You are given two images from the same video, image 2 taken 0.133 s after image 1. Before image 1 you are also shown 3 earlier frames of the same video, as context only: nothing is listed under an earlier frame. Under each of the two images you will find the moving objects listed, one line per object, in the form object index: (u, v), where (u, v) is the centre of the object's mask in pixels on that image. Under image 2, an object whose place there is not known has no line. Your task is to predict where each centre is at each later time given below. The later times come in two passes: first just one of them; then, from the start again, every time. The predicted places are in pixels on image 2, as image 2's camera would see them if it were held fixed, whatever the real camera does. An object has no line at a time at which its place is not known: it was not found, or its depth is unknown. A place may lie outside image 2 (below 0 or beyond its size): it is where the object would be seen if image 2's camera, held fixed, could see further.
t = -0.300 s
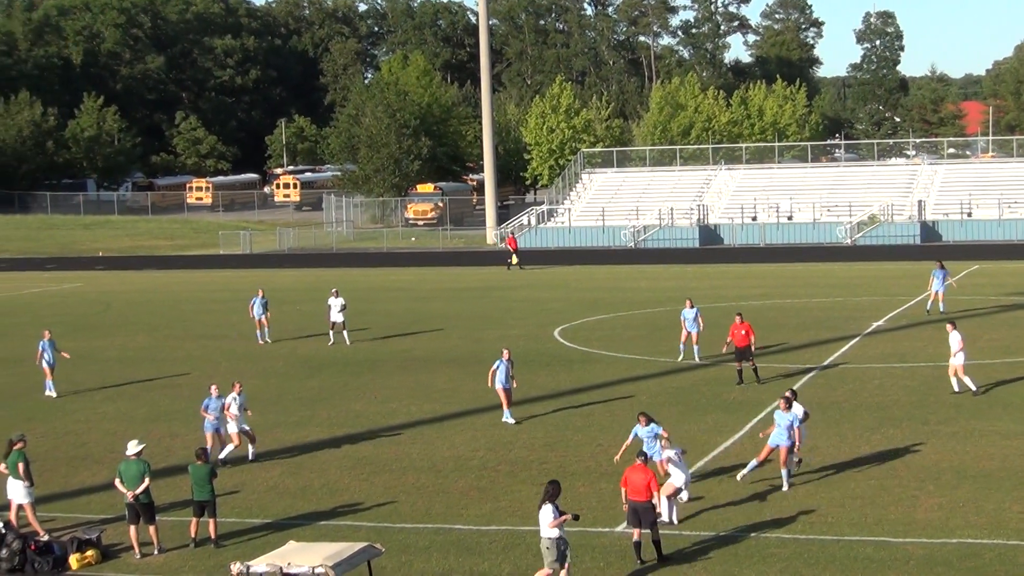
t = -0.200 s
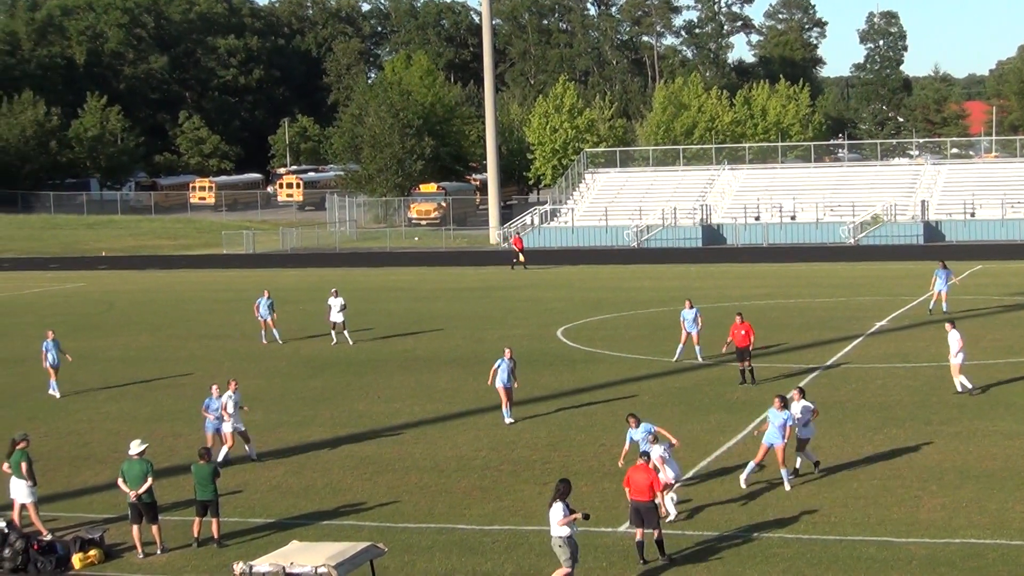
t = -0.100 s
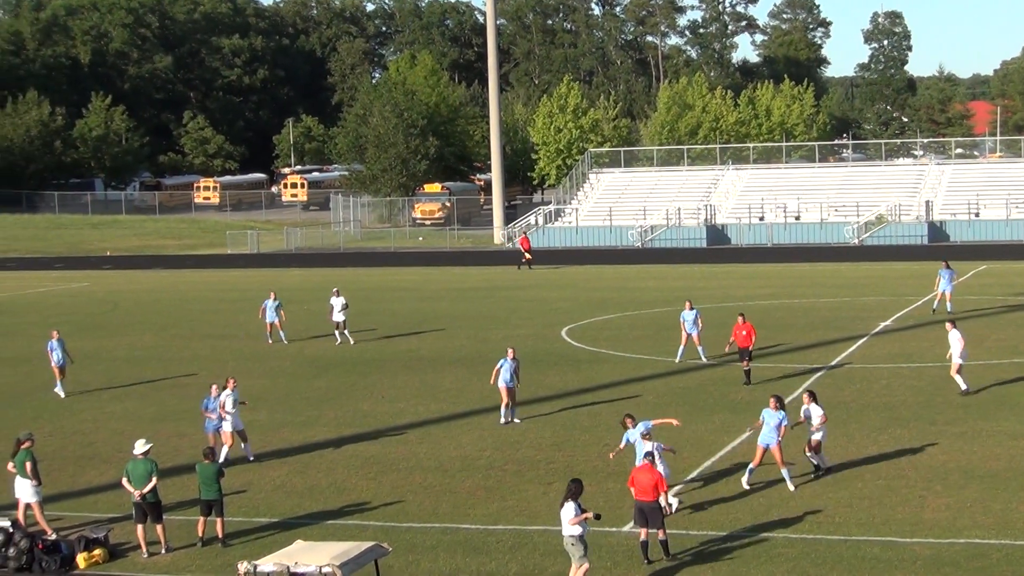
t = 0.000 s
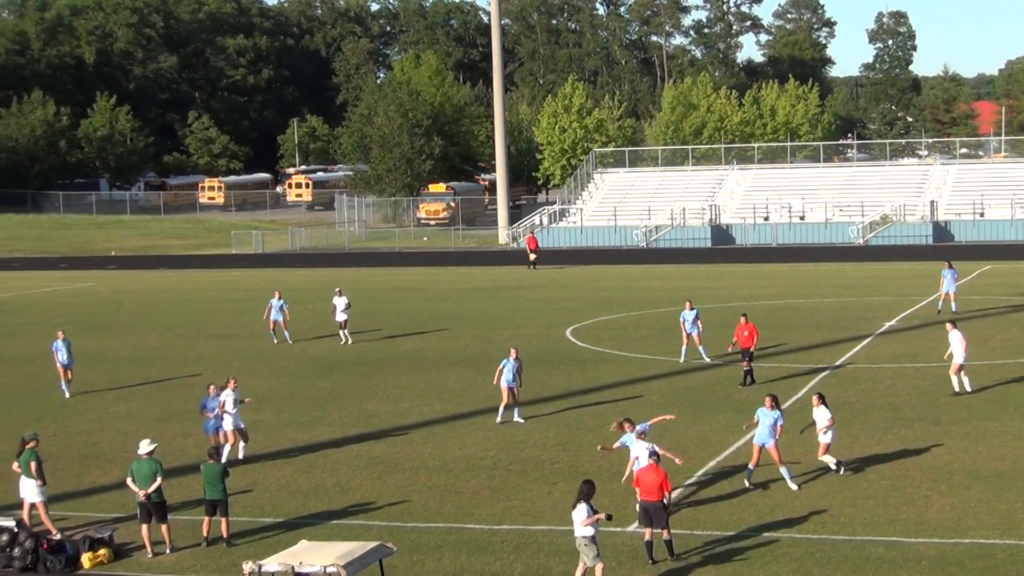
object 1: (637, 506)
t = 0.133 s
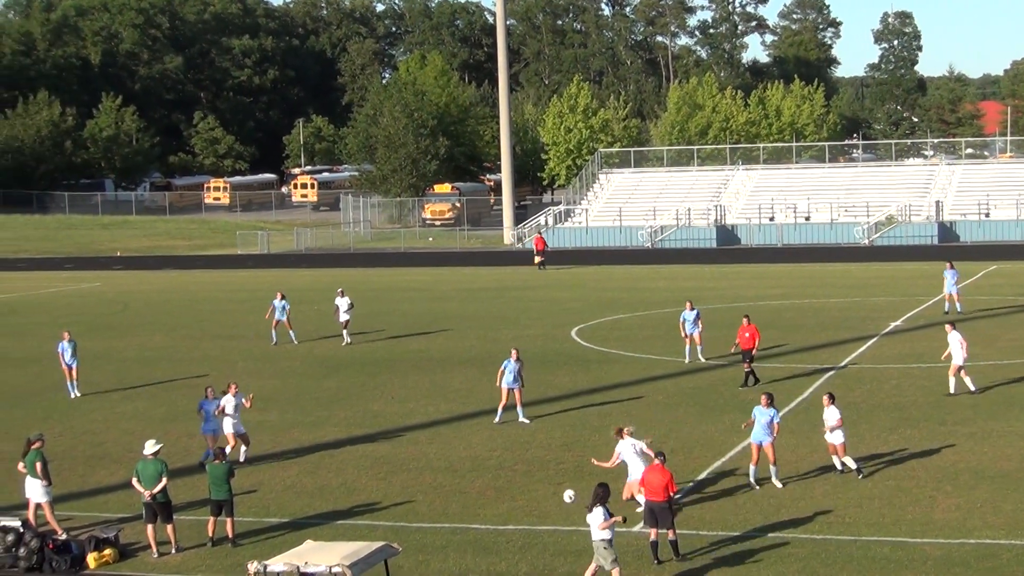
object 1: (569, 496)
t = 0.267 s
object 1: (494, 497)
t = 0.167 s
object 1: (550, 495)
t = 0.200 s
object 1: (531, 495)
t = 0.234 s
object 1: (512, 496)
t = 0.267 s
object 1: (494, 497)
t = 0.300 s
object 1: (475, 499)
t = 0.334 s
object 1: (456, 502)
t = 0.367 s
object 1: (438, 505)
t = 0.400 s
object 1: (420, 508)
